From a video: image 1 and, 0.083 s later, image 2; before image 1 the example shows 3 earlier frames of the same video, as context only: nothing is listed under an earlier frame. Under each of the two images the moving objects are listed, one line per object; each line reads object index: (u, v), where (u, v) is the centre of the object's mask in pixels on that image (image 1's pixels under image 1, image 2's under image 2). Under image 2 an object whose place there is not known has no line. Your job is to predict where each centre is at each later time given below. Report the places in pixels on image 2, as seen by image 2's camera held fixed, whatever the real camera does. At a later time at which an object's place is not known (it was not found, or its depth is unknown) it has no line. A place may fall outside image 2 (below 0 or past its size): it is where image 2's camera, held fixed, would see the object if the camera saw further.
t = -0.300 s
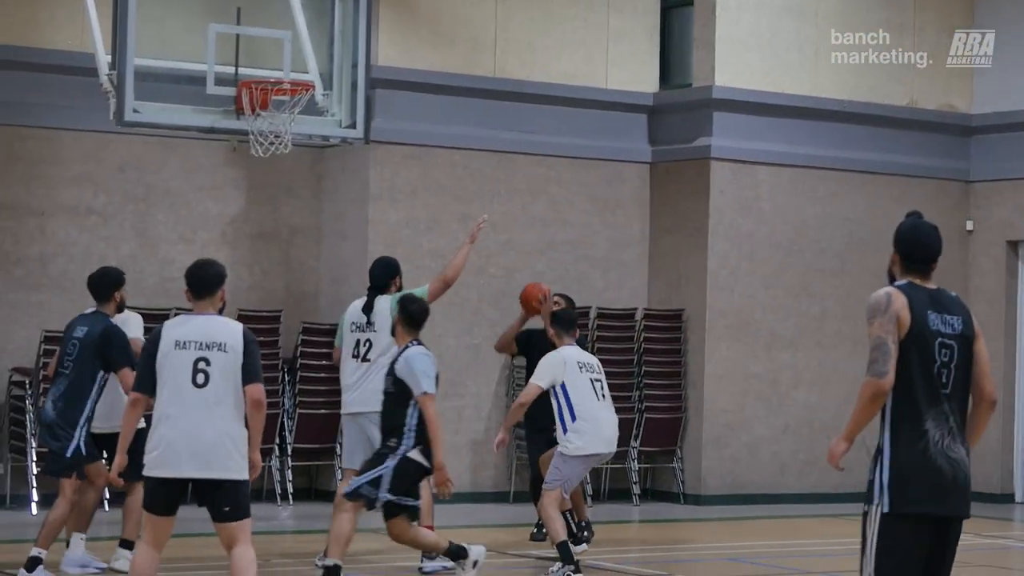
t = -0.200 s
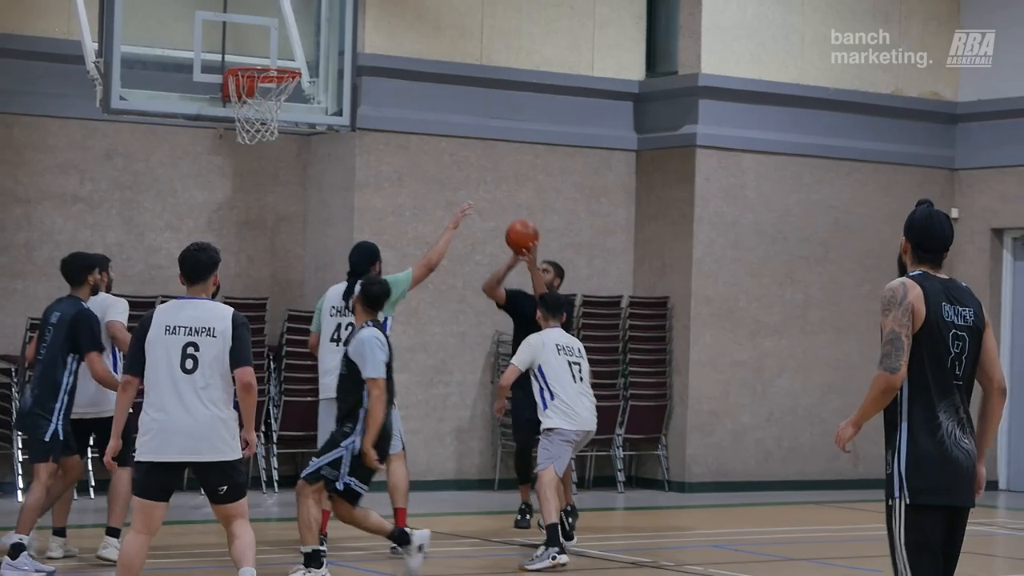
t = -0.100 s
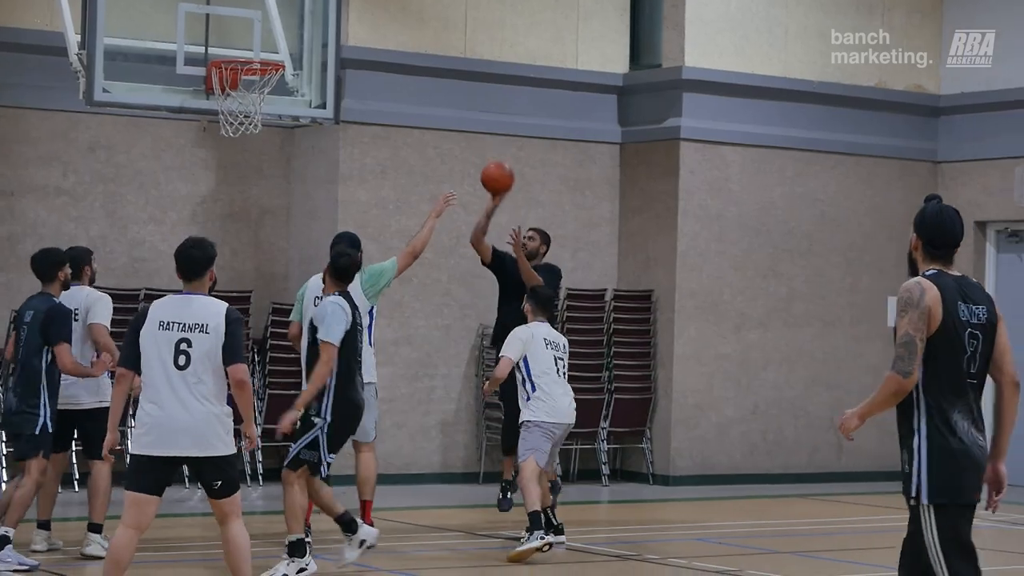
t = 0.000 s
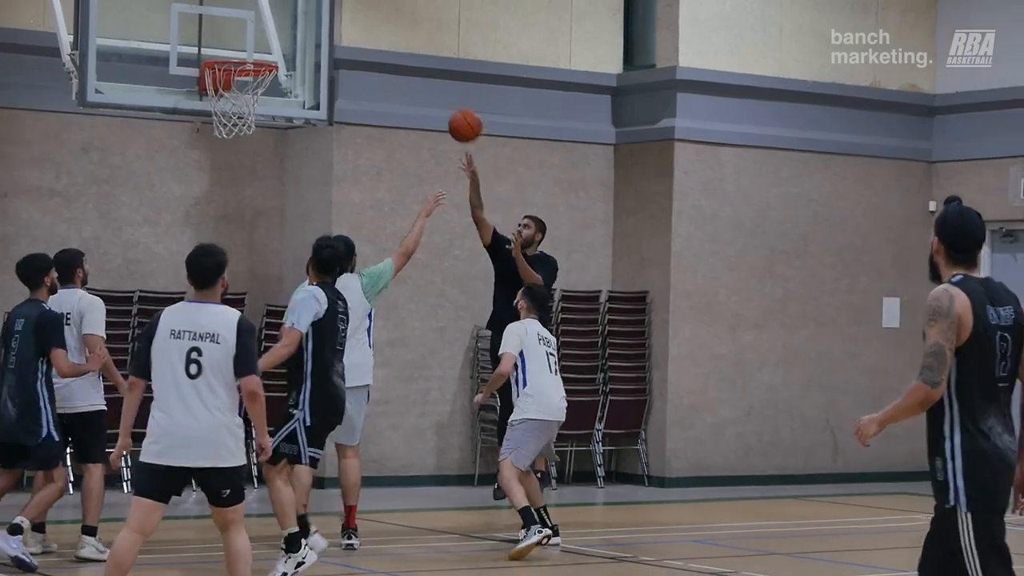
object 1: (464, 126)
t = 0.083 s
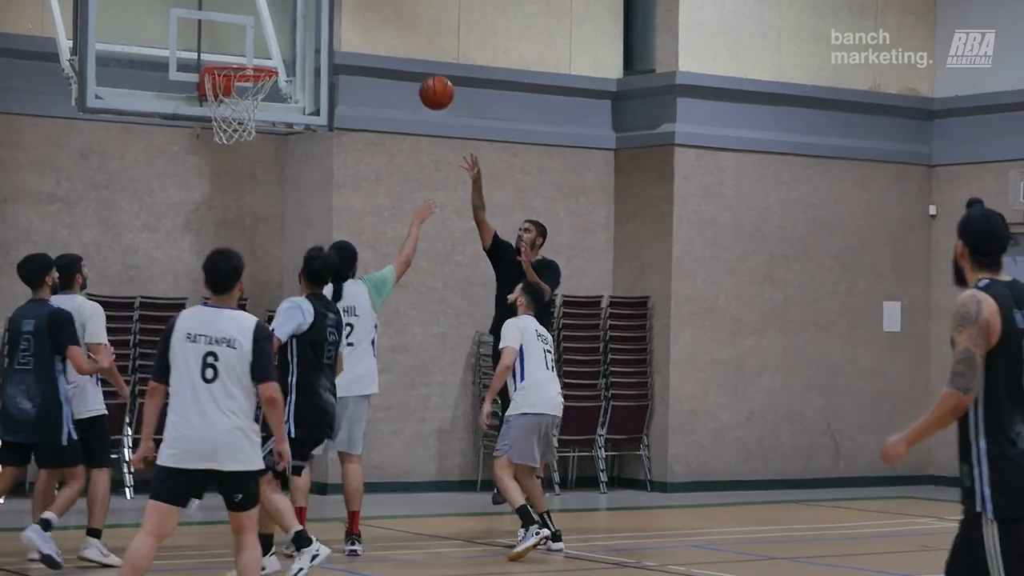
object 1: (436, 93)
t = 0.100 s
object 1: (430, 86)
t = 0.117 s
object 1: (425, 80)
